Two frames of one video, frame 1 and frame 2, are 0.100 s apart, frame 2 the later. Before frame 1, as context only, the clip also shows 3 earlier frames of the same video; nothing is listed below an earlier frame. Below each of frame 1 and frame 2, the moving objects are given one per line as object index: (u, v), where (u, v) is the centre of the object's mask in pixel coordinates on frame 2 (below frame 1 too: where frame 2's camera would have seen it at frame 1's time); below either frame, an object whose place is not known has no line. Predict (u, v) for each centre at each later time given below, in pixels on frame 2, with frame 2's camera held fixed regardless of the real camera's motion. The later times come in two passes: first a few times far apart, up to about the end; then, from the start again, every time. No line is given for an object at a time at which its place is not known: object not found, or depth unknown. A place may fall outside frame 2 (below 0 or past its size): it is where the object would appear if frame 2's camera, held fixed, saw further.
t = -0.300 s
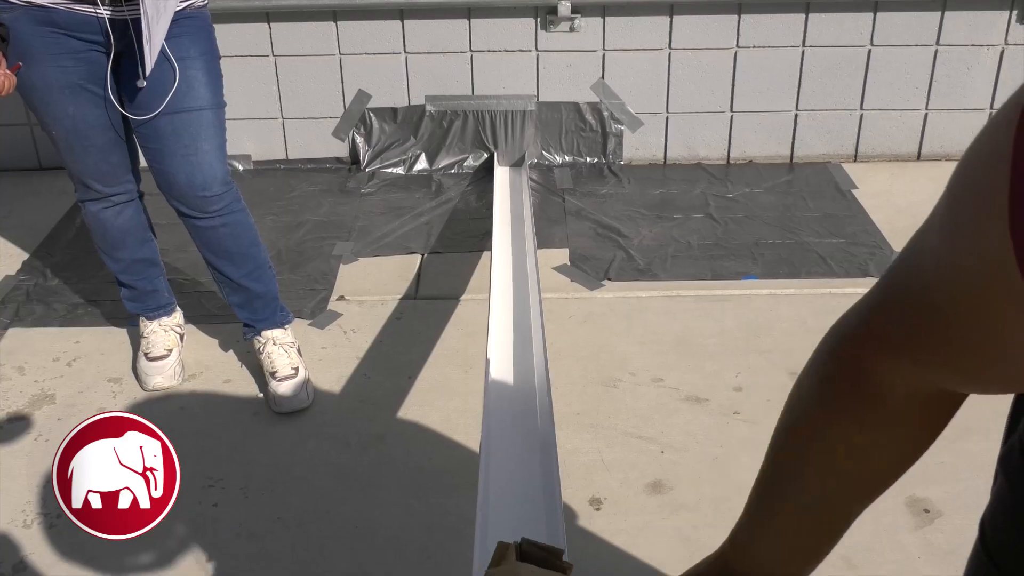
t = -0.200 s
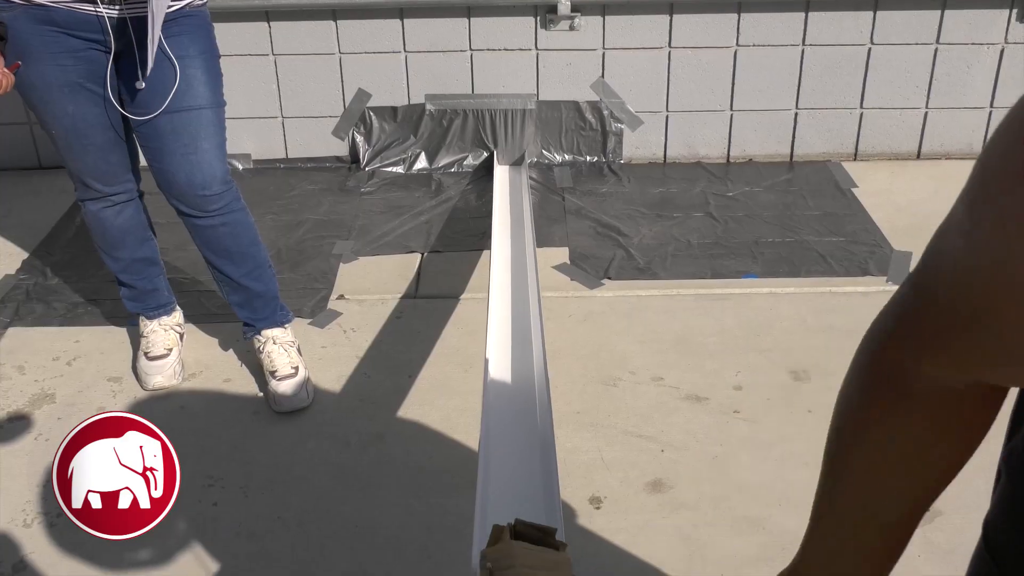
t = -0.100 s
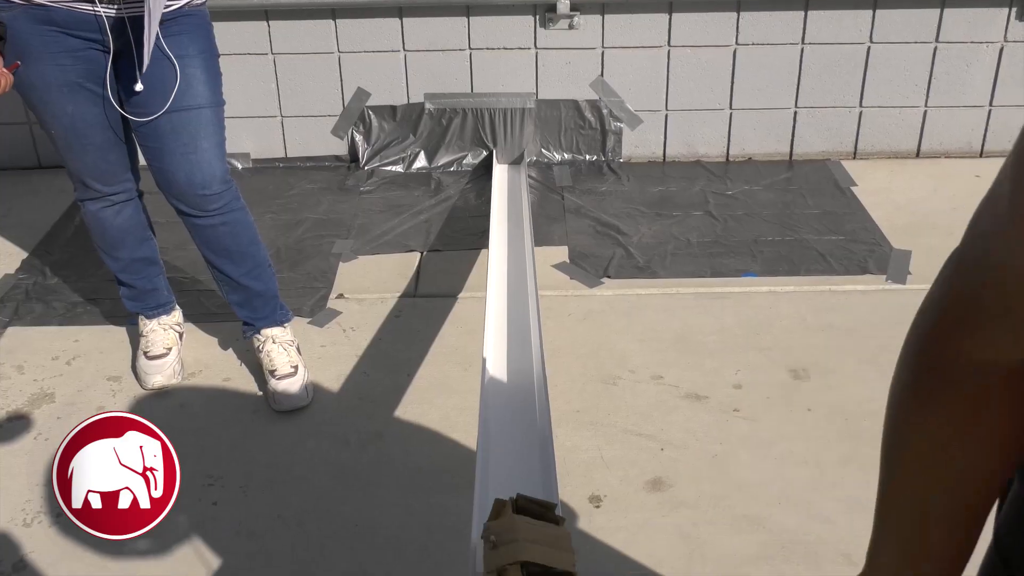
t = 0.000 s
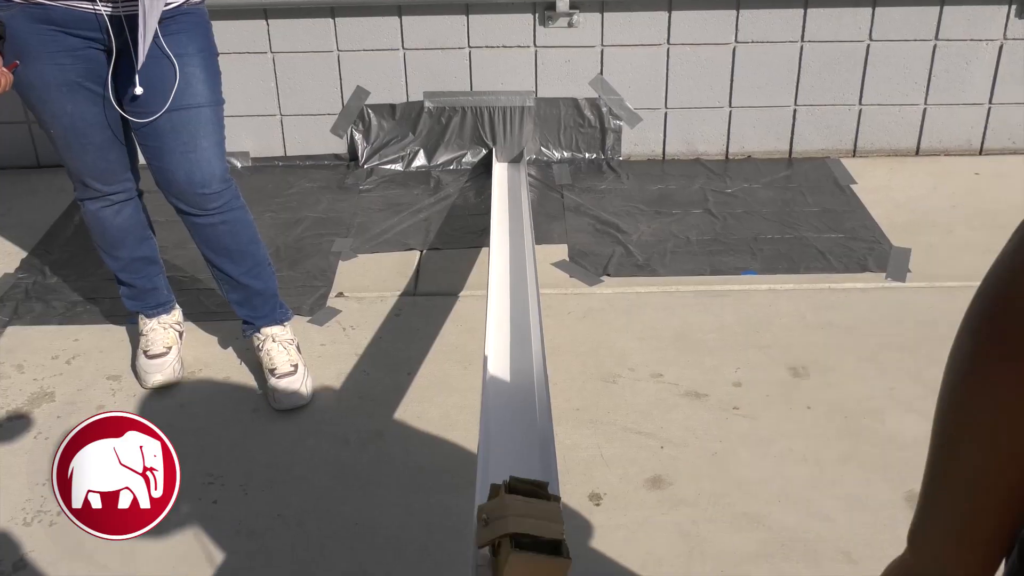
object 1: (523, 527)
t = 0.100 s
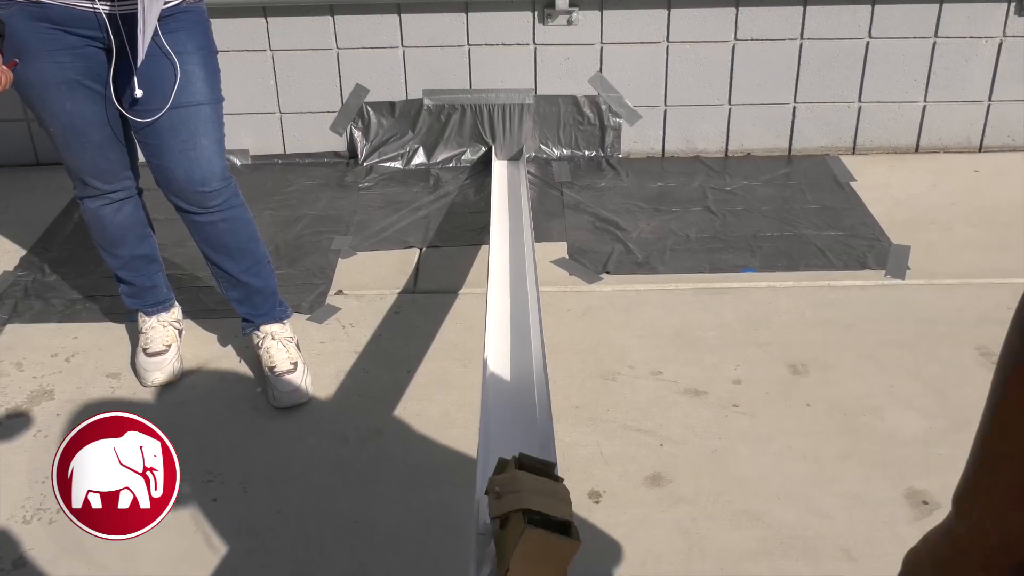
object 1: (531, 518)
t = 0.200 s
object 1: (529, 507)
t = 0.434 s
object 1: (525, 467)
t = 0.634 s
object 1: (529, 438)
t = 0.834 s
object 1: (523, 417)
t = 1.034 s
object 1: (524, 403)
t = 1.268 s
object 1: (523, 384)
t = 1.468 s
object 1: (521, 373)
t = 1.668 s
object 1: (523, 360)
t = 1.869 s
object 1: (520, 346)
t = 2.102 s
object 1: (520, 329)
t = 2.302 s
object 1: (521, 314)
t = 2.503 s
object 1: (519, 304)
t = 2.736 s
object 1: (520, 289)
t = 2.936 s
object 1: (520, 278)
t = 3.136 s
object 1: (518, 270)
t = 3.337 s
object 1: (519, 264)
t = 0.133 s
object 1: (532, 515)
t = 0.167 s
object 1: (531, 511)
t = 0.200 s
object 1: (529, 507)
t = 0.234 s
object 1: (526, 503)
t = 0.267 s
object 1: (525, 496)
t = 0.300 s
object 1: (525, 489)
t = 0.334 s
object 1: (527, 483)
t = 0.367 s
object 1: (528, 477)
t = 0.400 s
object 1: (527, 471)
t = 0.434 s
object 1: (525, 467)
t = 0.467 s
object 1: (523, 463)
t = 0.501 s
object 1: (522, 457)
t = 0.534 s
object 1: (524, 451)
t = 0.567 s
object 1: (527, 447)
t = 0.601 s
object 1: (529, 442)
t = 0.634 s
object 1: (529, 438)
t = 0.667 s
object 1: (527, 435)
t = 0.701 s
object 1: (525, 434)
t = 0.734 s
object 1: (523, 430)
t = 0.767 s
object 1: (522, 425)
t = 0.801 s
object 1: (522, 421)
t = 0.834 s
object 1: (523, 417)
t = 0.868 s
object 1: (525, 413)
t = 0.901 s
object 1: (524, 412)
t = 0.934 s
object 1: (523, 410)
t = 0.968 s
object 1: (522, 409)
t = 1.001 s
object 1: (523, 406)
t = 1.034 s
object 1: (524, 403)
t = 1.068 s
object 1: (524, 400)
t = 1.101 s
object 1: (525, 398)
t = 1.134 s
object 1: (525, 396)
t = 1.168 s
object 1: (524, 393)
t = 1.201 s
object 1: (523, 390)
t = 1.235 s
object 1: (523, 387)
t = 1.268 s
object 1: (523, 384)
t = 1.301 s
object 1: (523, 381)
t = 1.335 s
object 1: (523, 379)
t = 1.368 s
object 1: (523, 377)
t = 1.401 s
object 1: (522, 376)
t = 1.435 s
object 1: (522, 375)
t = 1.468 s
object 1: (521, 373)
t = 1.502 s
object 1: (521, 371)
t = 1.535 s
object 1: (522, 368)
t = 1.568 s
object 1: (522, 367)
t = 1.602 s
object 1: (523, 365)
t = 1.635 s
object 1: (523, 363)
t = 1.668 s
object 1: (523, 360)
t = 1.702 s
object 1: (522, 358)
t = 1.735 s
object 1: (523, 355)
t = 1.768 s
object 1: (522, 353)
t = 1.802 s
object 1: (521, 351)
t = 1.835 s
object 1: (521, 349)
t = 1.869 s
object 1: (520, 346)
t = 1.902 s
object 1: (520, 343)
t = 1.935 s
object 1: (521, 340)
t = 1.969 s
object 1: (522, 336)
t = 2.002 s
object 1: (522, 334)
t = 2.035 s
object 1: (521, 333)
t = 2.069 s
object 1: (521, 331)
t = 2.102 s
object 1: (520, 329)
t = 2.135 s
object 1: (520, 326)
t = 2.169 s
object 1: (521, 324)
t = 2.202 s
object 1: (521, 321)
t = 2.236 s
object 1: (522, 318)
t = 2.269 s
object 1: (522, 316)
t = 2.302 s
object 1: (521, 314)
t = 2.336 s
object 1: (521, 313)
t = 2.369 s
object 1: (520, 311)
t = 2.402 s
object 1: (520, 309)
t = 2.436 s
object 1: (519, 307)
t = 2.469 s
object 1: (519, 305)
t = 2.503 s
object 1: (519, 304)
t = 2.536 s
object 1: (519, 302)
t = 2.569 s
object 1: (519, 299)
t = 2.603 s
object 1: (520, 297)
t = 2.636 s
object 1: (520, 295)
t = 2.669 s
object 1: (520, 293)
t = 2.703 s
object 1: (520, 291)
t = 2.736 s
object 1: (520, 289)
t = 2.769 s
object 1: (519, 288)
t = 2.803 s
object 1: (519, 286)
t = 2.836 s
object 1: (519, 284)
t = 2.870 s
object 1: (519, 282)
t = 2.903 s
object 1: (520, 280)
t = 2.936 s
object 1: (520, 278)
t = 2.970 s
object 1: (519, 277)
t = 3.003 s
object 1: (519, 275)
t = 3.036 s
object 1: (519, 274)
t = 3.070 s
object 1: (519, 273)
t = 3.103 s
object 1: (518, 272)
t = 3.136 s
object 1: (518, 270)
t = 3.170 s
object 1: (518, 268)
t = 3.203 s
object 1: (519, 268)
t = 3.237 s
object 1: (519, 267)
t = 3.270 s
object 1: (519, 266)
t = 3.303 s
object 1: (519, 265)
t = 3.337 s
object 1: (519, 264)
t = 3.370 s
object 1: (520, 264)
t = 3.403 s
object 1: (520, 263)
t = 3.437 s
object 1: (521, 263)
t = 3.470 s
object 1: (522, 262)
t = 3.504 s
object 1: (522, 262)
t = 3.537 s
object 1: (522, 262)
